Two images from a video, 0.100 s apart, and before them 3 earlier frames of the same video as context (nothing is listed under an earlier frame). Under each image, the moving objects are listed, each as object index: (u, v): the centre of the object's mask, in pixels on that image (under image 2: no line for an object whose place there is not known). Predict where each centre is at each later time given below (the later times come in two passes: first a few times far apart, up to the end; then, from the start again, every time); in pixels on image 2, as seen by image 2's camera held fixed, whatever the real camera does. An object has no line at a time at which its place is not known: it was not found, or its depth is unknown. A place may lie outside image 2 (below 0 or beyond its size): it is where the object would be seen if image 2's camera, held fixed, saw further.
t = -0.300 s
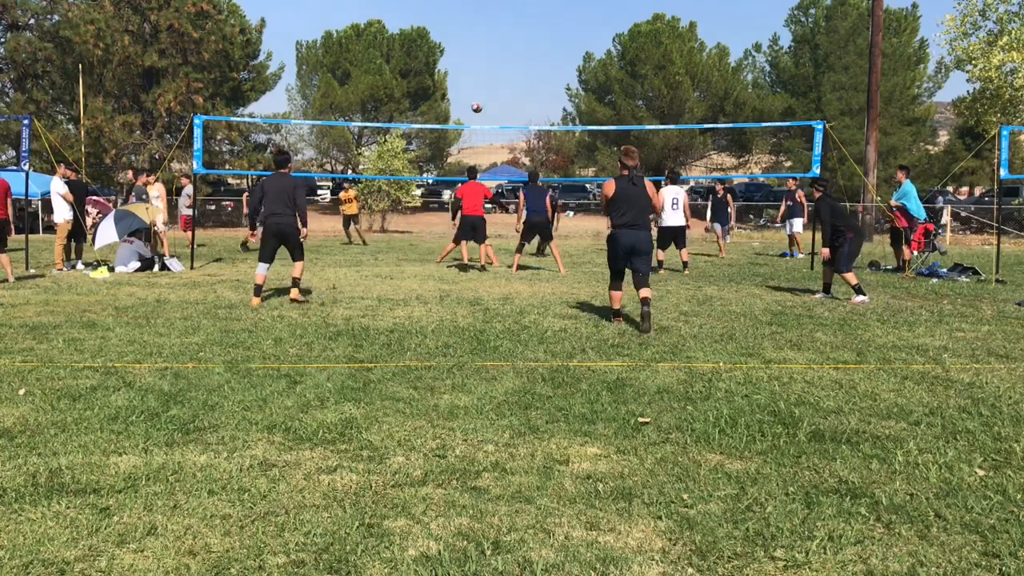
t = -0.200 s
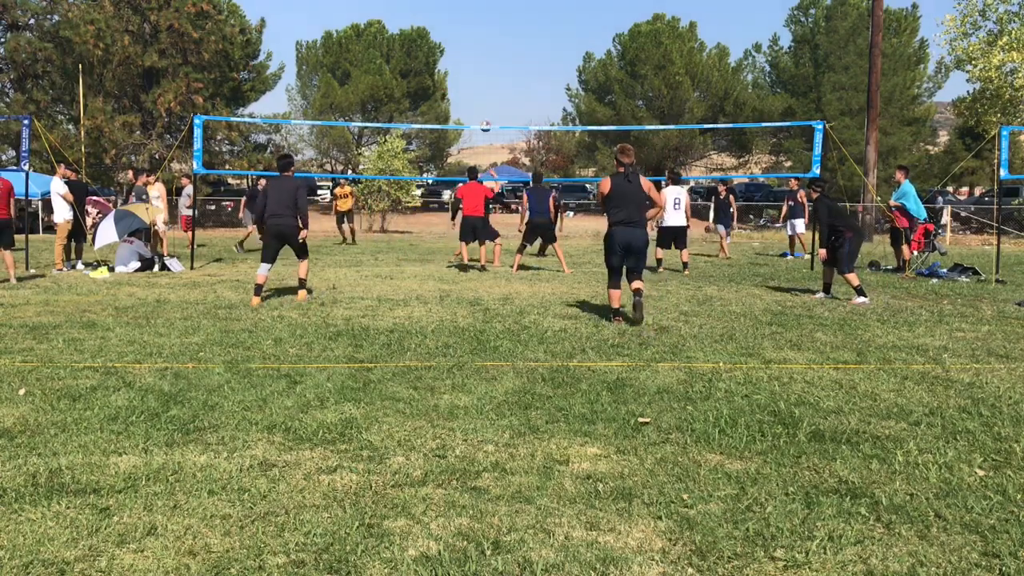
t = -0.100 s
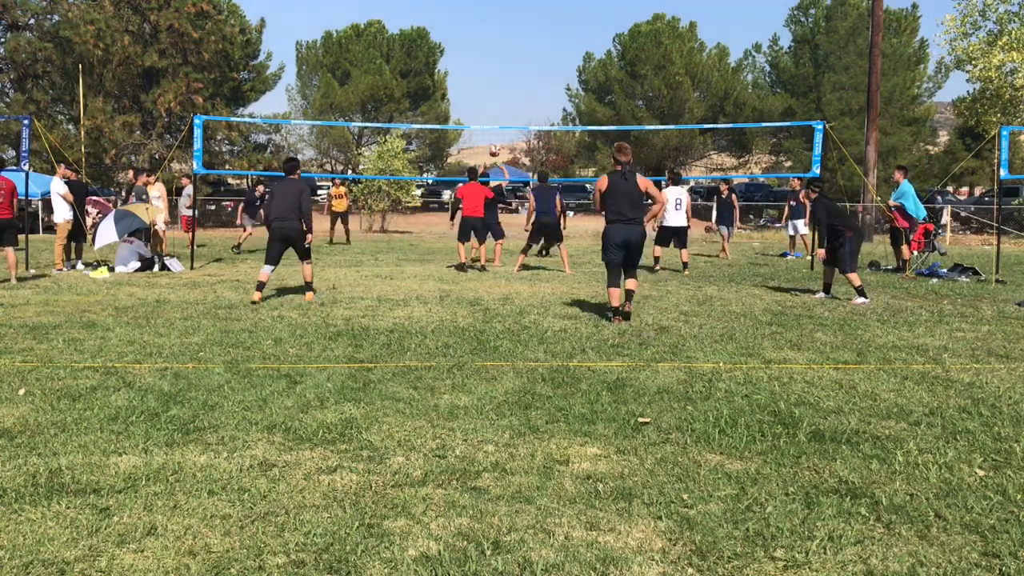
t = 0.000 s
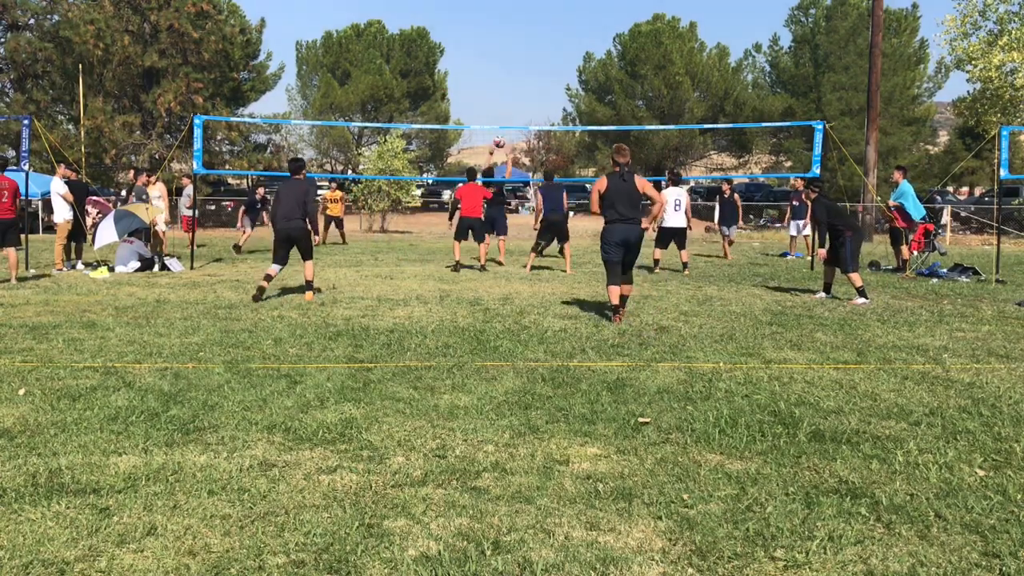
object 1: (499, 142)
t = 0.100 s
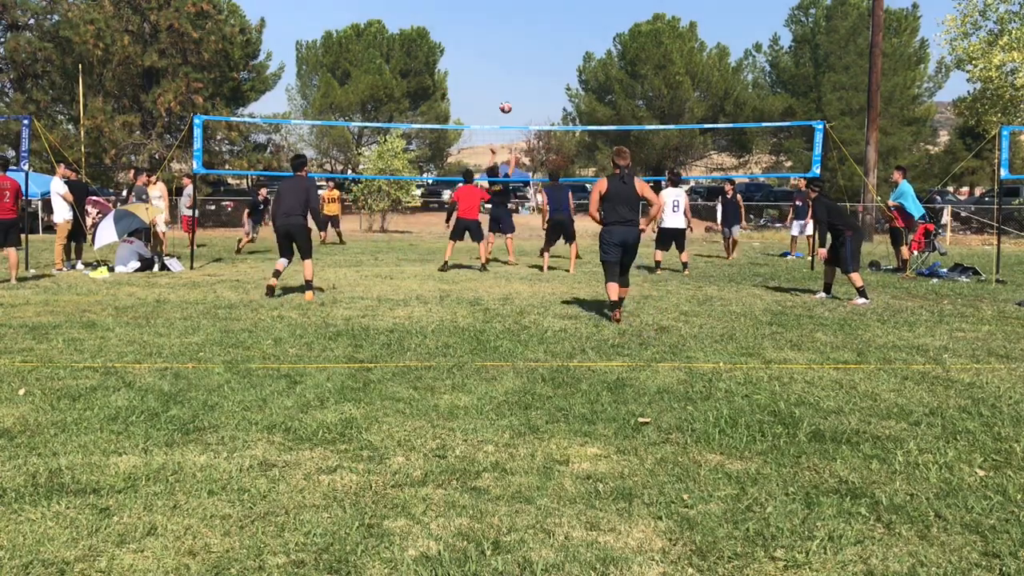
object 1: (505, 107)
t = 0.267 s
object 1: (516, 63)
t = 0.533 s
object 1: (534, 27)
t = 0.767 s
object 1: (548, 31)
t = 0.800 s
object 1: (550, 35)
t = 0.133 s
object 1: (508, 97)
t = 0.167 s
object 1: (510, 87)
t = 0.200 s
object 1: (512, 79)
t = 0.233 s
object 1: (514, 70)
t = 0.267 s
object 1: (516, 63)
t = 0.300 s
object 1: (518, 56)
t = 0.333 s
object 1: (520, 50)
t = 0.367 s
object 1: (523, 44)
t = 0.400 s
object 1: (525, 39)
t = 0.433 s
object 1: (527, 35)
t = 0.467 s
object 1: (529, 32)
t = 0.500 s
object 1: (531, 29)
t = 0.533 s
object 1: (534, 27)
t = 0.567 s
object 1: (536, 26)
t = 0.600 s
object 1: (538, 25)
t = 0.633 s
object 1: (540, 25)
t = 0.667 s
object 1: (542, 26)
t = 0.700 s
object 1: (544, 27)
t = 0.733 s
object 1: (546, 29)
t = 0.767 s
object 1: (548, 31)
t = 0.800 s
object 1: (550, 35)
